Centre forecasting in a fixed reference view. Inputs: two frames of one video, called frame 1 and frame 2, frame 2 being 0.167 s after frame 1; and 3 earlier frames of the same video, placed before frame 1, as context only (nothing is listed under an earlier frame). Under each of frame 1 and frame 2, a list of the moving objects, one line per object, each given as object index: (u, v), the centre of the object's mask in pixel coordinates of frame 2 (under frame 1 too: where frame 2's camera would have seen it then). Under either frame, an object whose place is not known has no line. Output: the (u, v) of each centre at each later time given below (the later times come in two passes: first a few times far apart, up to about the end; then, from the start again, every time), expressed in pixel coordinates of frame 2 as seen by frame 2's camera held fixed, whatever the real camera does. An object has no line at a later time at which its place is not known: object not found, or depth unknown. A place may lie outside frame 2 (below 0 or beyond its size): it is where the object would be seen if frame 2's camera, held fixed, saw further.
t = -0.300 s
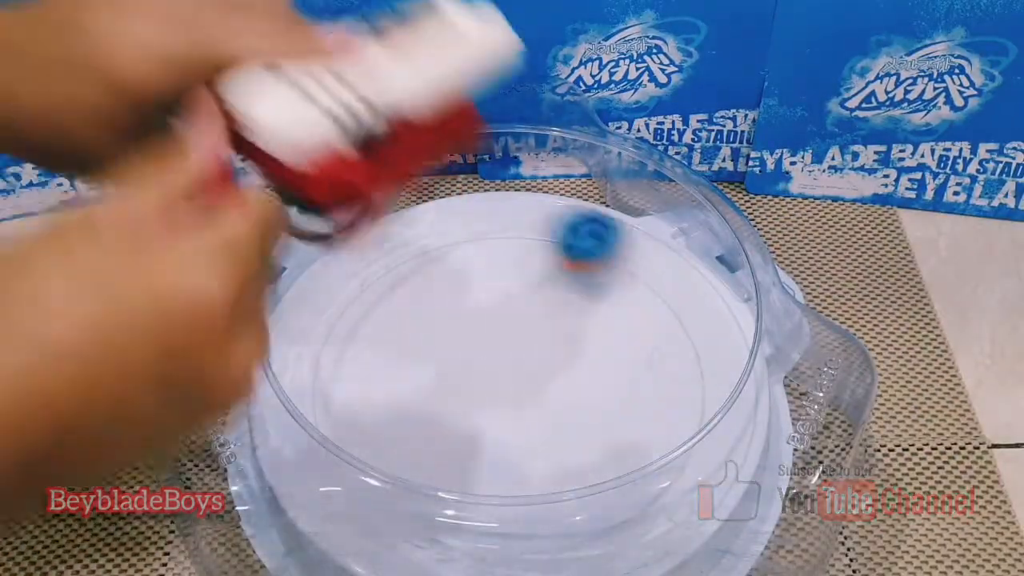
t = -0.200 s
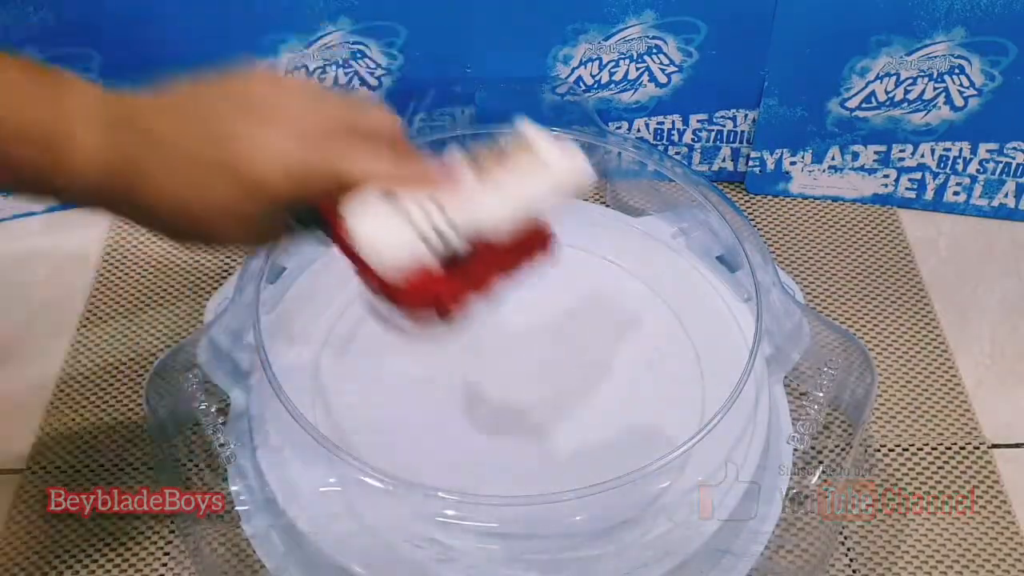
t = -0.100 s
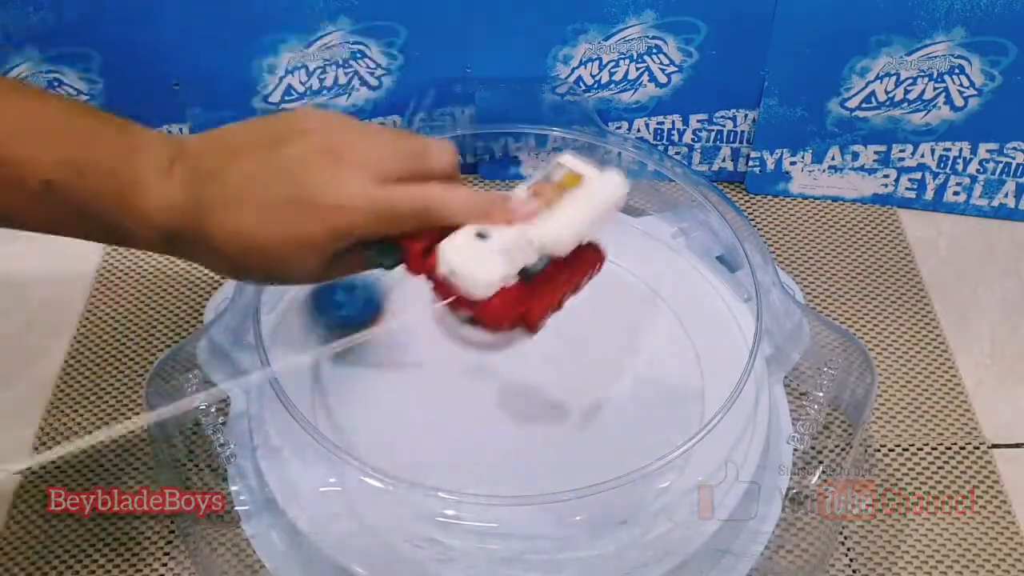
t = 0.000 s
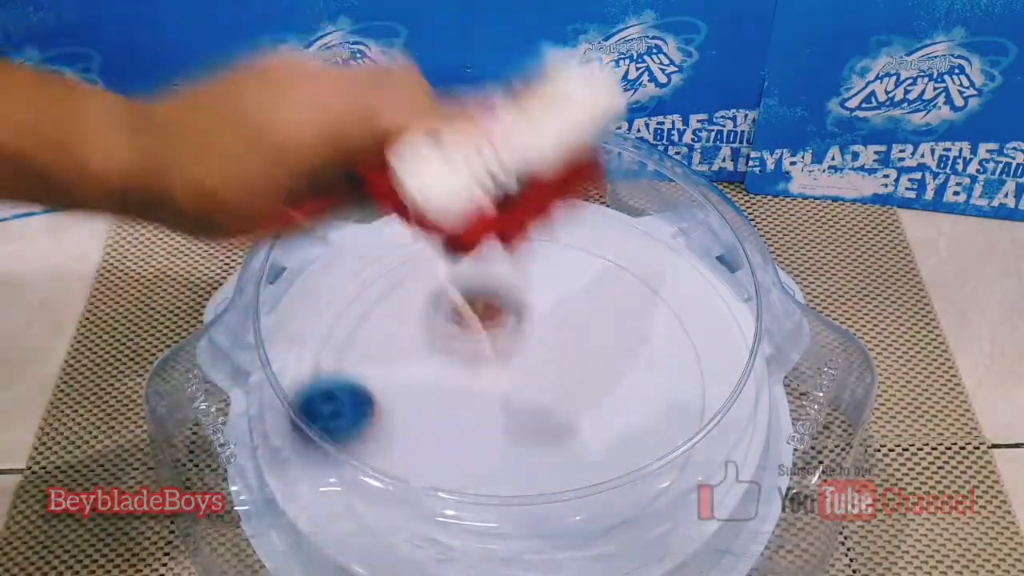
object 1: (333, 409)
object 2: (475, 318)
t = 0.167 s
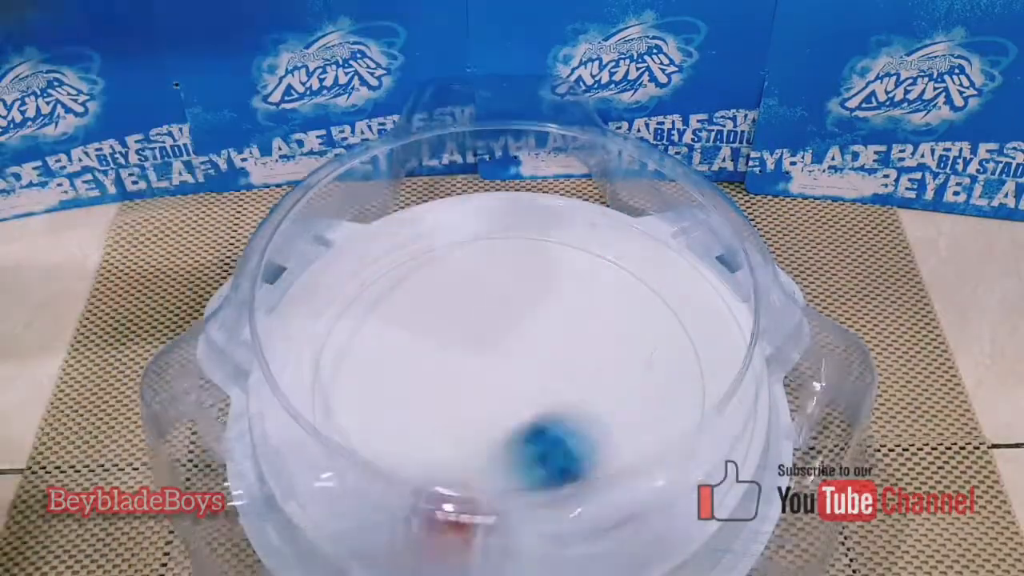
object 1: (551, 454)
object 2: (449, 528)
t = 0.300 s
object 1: (710, 307)
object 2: (507, 417)
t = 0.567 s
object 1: (564, 192)
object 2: (519, 270)
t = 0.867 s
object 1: (434, 263)
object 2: (454, 337)
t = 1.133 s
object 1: (483, 404)
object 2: (590, 442)
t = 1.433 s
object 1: (611, 432)
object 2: (695, 370)
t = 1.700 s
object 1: (554, 425)
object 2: (622, 278)
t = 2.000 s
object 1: (456, 456)
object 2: (551, 431)
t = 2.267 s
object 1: (418, 433)
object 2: (602, 455)
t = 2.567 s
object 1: (412, 353)
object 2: (511, 339)
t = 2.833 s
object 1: (378, 345)
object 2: (468, 339)
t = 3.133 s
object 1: (440, 363)
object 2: (521, 401)
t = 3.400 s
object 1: (506, 295)
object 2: (559, 401)
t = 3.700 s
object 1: (510, 303)
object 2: (476, 374)
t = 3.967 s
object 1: (582, 373)
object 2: (499, 426)
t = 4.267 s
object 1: (628, 351)
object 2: (490, 355)
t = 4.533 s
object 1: (530, 387)
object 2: (435, 395)
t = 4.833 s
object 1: (584, 434)
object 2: (462, 418)
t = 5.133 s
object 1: (524, 393)
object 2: (502, 301)
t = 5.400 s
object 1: (434, 381)
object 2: (430, 305)
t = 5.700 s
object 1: (448, 462)
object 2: (515, 281)
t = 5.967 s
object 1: (542, 417)
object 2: (553, 302)
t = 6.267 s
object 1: (523, 452)
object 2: (620, 270)
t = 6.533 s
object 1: (517, 436)
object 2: (524, 354)
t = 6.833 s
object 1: (472, 439)
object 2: (491, 370)
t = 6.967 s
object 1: (440, 428)
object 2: (493, 337)
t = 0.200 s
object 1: (610, 420)
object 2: (463, 470)
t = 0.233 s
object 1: (657, 384)
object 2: (480, 441)
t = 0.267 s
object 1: (690, 348)
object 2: (497, 428)
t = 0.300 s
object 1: (710, 307)
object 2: (507, 417)
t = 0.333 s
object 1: (707, 281)
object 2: (525, 382)
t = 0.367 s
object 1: (687, 263)
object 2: (540, 355)
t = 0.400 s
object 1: (664, 245)
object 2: (551, 326)
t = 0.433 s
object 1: (640, 231)
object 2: (560, 299)
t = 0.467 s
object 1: (617, 219)
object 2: (566, 278)
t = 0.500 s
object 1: (600, 206)
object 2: (563, 269)
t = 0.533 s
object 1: (584, 193)
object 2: (542, 267)
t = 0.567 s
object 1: (564, 192)
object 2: (519, 270)
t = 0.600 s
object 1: (549, 186)
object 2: (500, 271)
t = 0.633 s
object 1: (533, 187)
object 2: (485, 277)
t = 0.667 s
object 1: (517, 192)
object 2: (470, 282)
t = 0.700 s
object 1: (500, 199)
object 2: (458, 289)
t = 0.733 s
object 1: (484, 207)
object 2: (450, 297)
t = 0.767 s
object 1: (470, 216)
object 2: (447, 306)
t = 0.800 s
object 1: (458, 229)
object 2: (446, 315)
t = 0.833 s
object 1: (445, 248)
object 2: (450, 323)
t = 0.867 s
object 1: (434, 263)
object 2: (454, 337)
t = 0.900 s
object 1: (429, 279)
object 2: (464, 359)
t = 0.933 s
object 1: (426, 297)
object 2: (477, 377)
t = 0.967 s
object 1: (426, 318)
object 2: (497, 404)
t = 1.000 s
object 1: (431, 337)
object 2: (516, 416)
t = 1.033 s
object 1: (439, 356)
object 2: (533, 427)
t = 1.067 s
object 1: (451, 374)
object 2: (552, 435)
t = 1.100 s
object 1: (467, 391)
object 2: (571, 441)
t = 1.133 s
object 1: (483, 404)
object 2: (590, 442)
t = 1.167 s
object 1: (501, 416)
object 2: (608, 439)
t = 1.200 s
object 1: (516, 423)
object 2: (626, 435)
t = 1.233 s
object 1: (533, 429)
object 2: (639, 429)
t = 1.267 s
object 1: (550, 432)
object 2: (648, 423)
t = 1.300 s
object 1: (568, 434)
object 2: (659, 414)
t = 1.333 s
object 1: (578, 435)
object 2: (679, 401)
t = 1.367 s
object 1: (587, 436)
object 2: (694, 387)
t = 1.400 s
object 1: (598, 435)
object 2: (696, 378)
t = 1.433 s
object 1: (611, 432)
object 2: (695, 370)
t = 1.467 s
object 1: (623, 426)
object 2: (685, 360)
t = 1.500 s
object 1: (628, 419)
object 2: (675, 345)
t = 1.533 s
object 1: (622, 419)
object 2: (666, 317)
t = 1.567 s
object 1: (611, 419)
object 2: (660, 301)
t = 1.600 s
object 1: (598, 420)
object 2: (651, 292)
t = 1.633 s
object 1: (584, 421)
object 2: (642, 282)
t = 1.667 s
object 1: (570, 422)
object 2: (632, 277)
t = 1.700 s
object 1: (554, 425)
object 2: (622, 278)
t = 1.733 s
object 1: (538, 428)
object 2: (611, 282)
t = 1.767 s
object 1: (523, 432)
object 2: (600, 294)
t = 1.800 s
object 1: (509, 436)
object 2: (589, 308)
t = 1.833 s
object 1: (495, 441)
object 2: (579, 327)
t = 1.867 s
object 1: (483, 445)
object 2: (571, 348)
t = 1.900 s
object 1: (474, 450)
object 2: (563, 368)
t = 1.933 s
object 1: (465, 453)
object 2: (559, 386)
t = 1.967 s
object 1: (460, 455)
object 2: (554, 411)
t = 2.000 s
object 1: (456, 456)
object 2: (551, 431)
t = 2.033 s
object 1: (452, 457)
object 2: (550, 449)
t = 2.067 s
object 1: (442, 455)
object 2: (560, 458)
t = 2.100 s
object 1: (434, 453)
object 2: (572, 478)
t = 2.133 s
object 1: (428, 451)
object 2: (586, 491)
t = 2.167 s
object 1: (424, 448)
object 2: (602, 497)
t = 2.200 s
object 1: (421, 444)
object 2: (609, 485)
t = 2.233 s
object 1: (419, 440)
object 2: (608, 482)
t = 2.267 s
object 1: (418, 433)
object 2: (602, 455)
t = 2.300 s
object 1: (419, 426)
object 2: (600, 452)
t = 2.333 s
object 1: (419, 418)
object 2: (592, 440)
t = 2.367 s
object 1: (420, 410)
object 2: (580, 420)
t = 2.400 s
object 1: (422, 401)
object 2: (569, 404)
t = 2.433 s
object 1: (423, 391)
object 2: (556, 389)
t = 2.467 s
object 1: (424, 381)
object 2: (545, 376)
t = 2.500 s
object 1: (425, 372)
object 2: (528, 363)
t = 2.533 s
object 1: (424, 363)
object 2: (514, 349)
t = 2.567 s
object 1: (412, 353)
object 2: (511, 339)
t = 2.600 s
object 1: (400, 344)
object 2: (510, 332)
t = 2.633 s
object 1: (388, 338)
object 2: (508, 327)
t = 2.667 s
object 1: (379, 334)
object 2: (505, 324)
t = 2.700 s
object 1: (371, 332)
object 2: (500, 324)
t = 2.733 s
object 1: (368, 333)
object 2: (495, 325)
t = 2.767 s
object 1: (367, 336)
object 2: (487, 328)
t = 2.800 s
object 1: (370, 341)
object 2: (479, 333)
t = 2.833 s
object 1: (378, 345)
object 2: (468, 339)
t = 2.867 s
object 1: (375, 348)
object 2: (478, 350)
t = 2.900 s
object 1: (371, 350)
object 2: (493, 358)
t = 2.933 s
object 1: (372, 354)
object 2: (505, 364)
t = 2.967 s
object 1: (376, 358)
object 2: (516, 372)
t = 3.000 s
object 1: (385, 362)
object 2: (525, 380)
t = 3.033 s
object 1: (398, 366)
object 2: (528, 386)
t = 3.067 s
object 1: (412, 367)
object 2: (528, 391)
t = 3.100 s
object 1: (428, 367)
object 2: (522, 394)
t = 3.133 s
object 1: (440, 363)
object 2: (521, 401)
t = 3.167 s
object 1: (450, 356)
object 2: (525, 407)
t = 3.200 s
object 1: (462, 348)
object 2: (532, 413)
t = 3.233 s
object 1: (473, 339)
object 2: (539, 416)
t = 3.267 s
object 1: (483, 330)
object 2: (545, 417)
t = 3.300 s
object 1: (492, 320)
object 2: (551, 416)
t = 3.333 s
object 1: (497, 311)
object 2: (556, 412)
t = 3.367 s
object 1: (502, 303)
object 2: (559, 407)
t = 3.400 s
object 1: (506, 295)
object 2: (559, 401)
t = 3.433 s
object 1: (508, 287)
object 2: (558, 394)
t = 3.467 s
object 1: (509, 281)
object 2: (554, 387)
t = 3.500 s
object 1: (509, 277)
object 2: (546, 382)
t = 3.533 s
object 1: (508, 276)
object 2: (537, 377)
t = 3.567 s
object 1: (507, 277)
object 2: (526, 373)
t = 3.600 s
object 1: (506, 280)
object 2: (513, 371)
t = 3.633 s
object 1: (506, 286)
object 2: (501, 369)
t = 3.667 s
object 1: (507, 294)
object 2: (487, 370)
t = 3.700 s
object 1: (510, 303)
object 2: (476, 374)
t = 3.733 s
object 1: (514, 314)
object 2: (467, 380)
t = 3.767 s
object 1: (520, 325)
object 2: (463, 388)
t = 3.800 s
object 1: (528, 335)
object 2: (458, 395)
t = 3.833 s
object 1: (538, 345)
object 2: (460, 404)
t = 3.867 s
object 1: (548, 354)
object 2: (464, 413)
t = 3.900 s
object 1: (559, 362)
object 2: (472, 419)
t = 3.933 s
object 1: (571, 369)
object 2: (483, 425)
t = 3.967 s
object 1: (582, 373)
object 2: (499, 426)
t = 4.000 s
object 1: (592, 377)
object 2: (517, 421)
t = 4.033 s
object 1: (603, 379)
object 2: (527, 415)
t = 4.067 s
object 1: (617, 377)
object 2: (530, 409)
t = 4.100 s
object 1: (630, 374)
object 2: (530, 399)
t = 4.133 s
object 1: (636, 369)
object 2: (528, 388)
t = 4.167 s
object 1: (640, 364)
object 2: (523, 377)
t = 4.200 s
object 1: (640, 359)
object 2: (514, 368)
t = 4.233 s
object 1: (636, 354)
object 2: (503, 361)
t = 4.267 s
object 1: (628, 351)
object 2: (490, 355)
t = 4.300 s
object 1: (618, 349)
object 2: (475, 352)
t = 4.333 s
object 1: (605, 350)
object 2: (461, 352)
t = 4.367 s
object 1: (592, 353)
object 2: (450, 355)
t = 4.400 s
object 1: (577, 357)
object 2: (441, 361)
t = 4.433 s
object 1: (562, 362)
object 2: (435, 369)
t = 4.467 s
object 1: (547, 369)
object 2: (433, 379)
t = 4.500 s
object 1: (533, 377)
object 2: (437, 389)
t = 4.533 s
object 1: (530, 387)
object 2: (435, 395)
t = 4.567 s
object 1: (540, 399)
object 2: (416, 397)
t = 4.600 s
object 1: (547, 409)
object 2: (404, 403)
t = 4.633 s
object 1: (553, 418)
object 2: (398, 410)
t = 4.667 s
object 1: (560, 424)
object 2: (399, 418)
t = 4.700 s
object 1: (566, 429)
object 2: (406, 427)
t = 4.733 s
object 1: (572, 431)
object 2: (415, 429)
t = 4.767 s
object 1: (578, 434)
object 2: (431, 430)
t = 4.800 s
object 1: (582, 434)
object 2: (447, 426)
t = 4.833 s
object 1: (584, 434)
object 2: (462, 418)
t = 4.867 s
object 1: (585, 432)
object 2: (478, 408)
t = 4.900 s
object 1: (584, 428)
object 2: (493, 394)
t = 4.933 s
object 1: (581, 423)
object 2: (502, 381)
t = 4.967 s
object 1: (577, 419)
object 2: (509, 367)
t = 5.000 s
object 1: (569, 414)
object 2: (511, 353)
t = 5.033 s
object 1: (559, 407)
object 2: (513, 340)
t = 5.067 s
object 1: (549, 402)
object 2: (510, 326)
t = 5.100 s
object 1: (537, 397)
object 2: (507, 312)
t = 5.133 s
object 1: (524, 393)
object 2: (502, 301)
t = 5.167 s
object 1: (511, 390)
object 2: (494, 290)
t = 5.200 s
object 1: (498, 386)
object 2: (486, 281)
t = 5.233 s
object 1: (486, 385)
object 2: (475, 276)
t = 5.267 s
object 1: (474, 383)
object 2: (464, 273)
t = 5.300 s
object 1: (462, 381)
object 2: (450, 275)
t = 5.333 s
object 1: (452, 380)
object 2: (441, 281)
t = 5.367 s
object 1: (442, 380)
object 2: (433, 292)
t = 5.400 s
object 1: (434, 381)
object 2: (430, 305)
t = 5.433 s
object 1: (425, 396)
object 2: (434, 308)
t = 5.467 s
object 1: (417, 411)
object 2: (444, 305)
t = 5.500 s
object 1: (414, 421)
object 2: (452, 302)
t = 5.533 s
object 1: (412, 432)
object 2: (464, 299)
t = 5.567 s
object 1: (414, 442)
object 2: (476, 296)
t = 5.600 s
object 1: (420, 448)
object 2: (486, 292)
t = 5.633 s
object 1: (428, 454)
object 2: (496, 288)
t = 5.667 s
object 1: (437, 459)
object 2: (506, 285)
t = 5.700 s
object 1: (448, 462)
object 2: (515, 281)
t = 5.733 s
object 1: (462, 463)
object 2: (522, 279)
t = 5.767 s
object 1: (474, 462)
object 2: (529, 277)
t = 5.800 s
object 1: (490, 460)
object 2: (534, 278)
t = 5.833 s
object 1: (503, 456)
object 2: (538, 280)
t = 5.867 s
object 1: (515, 448)
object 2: (542, 283)
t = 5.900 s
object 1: (525, 438)
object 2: (545, 287)
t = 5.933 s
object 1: (534, 428)
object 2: (549, 294)
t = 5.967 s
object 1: (542, 417)
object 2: (553, 302)
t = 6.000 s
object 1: (549, 408)
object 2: (559, 310)
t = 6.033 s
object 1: (556, 397)
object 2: (566, 319)
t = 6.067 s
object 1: (550, 406)
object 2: (588, 308)
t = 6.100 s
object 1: (538, 423)
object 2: (606, 282)
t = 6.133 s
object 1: (526, 435)
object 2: (623, 265)
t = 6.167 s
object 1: (520, 443)
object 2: (634, 255)
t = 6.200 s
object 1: (518, 447)
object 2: (634, 255)
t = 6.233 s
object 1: (520, 450)
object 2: (629, 258)
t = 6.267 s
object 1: (523, 452)
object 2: (620, 270)
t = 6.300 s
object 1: (525, 452)
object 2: (610, 279)
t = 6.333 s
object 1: (527, 450)
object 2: (599, 290)
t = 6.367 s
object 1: (529, 446)
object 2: (586, 303)
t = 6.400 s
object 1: (530, 441)
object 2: (572, 316)
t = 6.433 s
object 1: (530, 436)
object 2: (557, 331)
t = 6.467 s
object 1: (529, 429)
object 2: (542, 347)
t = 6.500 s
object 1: (524, 430)
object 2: (533, 358)
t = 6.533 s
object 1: (517, 436)
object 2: (524, 354)
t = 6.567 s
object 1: (509, 441)
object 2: (519, 353)
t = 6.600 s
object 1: (503, 444)
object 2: (513, 353)
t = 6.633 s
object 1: (499, 446)
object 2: (509, 355)
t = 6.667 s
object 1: (495, 446)
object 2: (505, 361)
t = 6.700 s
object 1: (492, 445)
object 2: (501, 364)
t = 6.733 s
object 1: (488, 442)
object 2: (497, 372)
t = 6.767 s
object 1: (484, 441)
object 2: (493, 375)
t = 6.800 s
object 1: (478, 441)
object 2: (492, 372)
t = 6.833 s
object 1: (472, 439)
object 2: (491, 370)
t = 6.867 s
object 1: (466, 434)
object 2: (489, 366)
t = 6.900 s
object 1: (461, 430)
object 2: (485, 362)
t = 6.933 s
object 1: (450, 428)
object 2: (488, 353)
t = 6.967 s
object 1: (440, 428)
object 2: (493, 337)
